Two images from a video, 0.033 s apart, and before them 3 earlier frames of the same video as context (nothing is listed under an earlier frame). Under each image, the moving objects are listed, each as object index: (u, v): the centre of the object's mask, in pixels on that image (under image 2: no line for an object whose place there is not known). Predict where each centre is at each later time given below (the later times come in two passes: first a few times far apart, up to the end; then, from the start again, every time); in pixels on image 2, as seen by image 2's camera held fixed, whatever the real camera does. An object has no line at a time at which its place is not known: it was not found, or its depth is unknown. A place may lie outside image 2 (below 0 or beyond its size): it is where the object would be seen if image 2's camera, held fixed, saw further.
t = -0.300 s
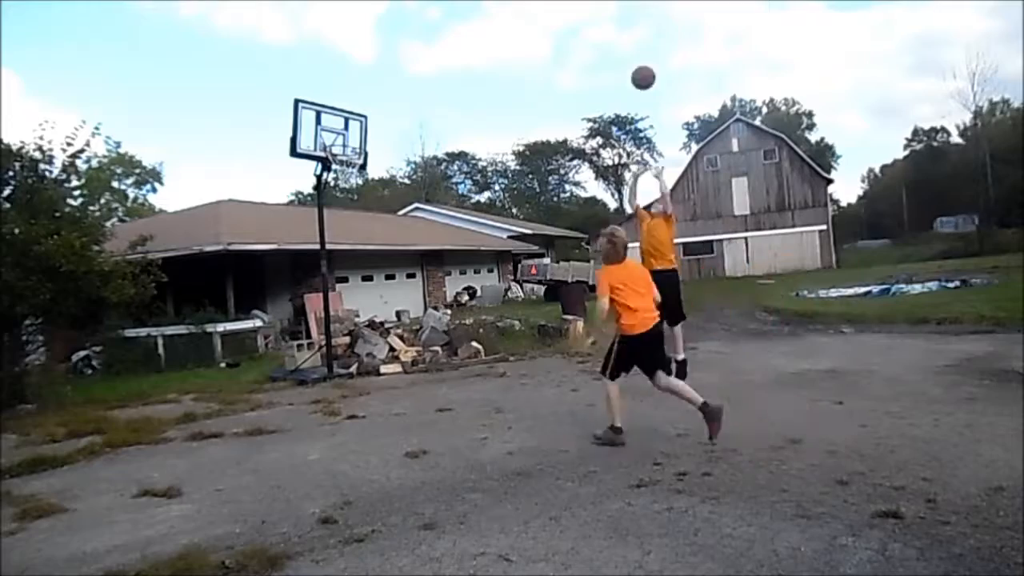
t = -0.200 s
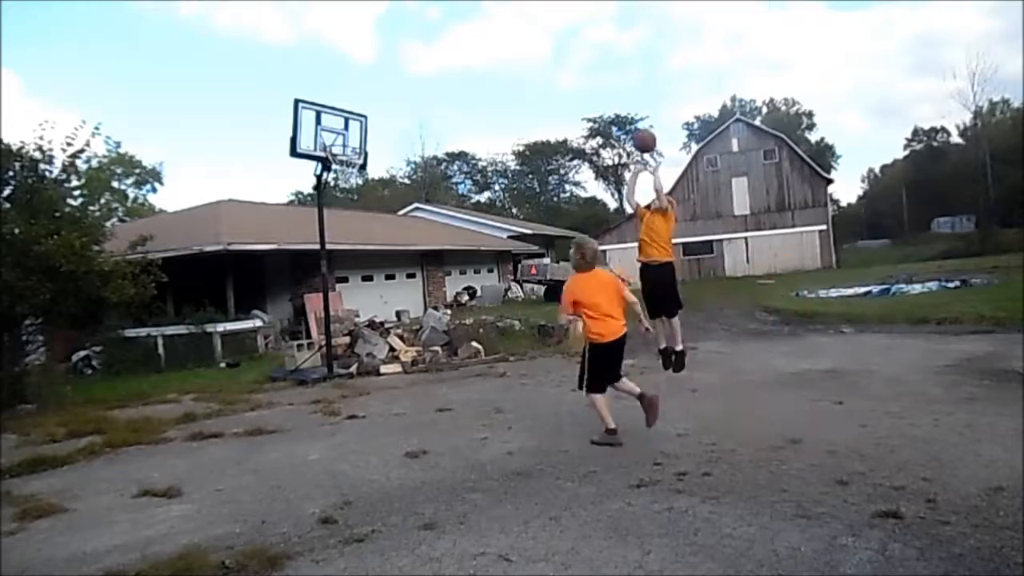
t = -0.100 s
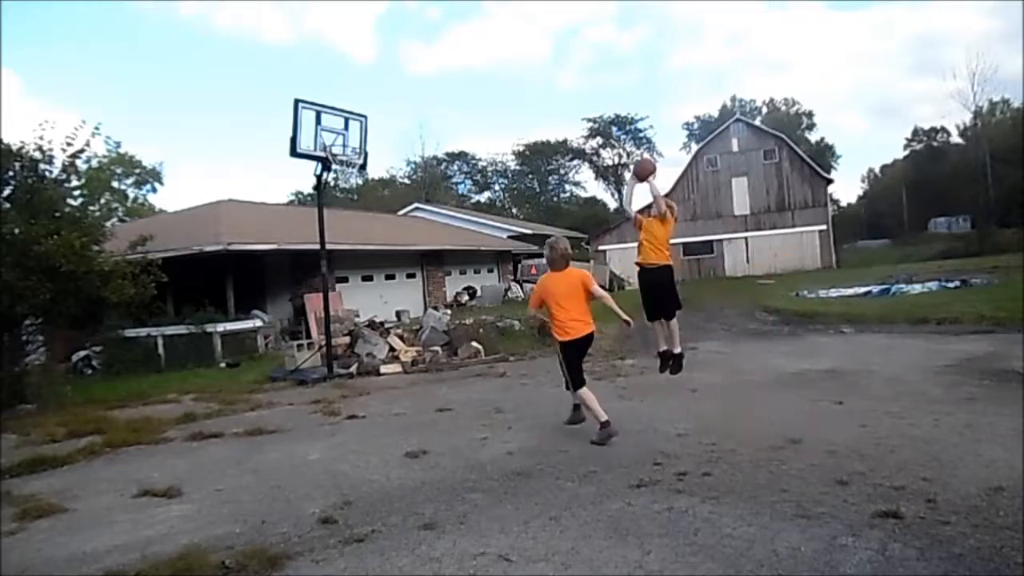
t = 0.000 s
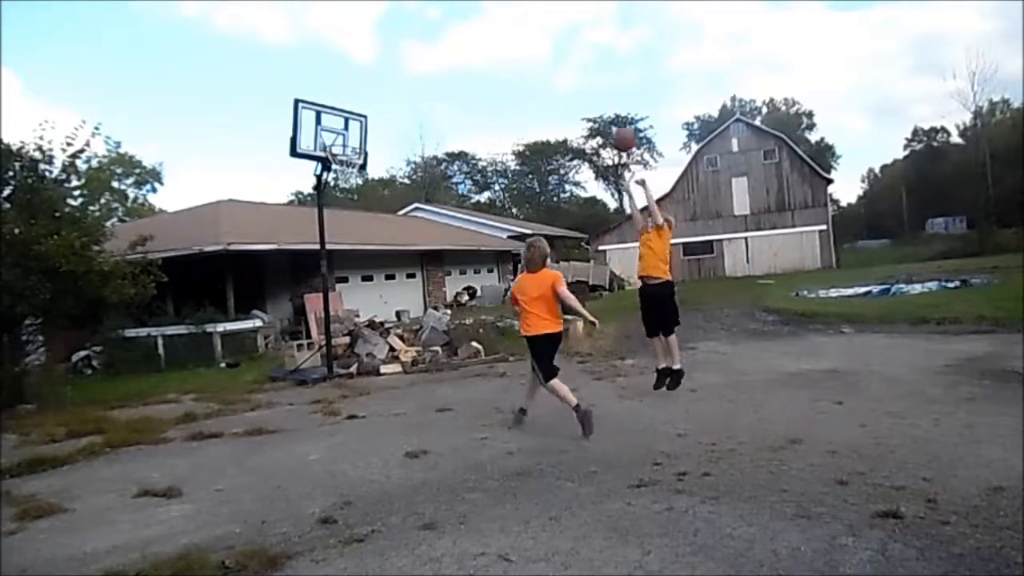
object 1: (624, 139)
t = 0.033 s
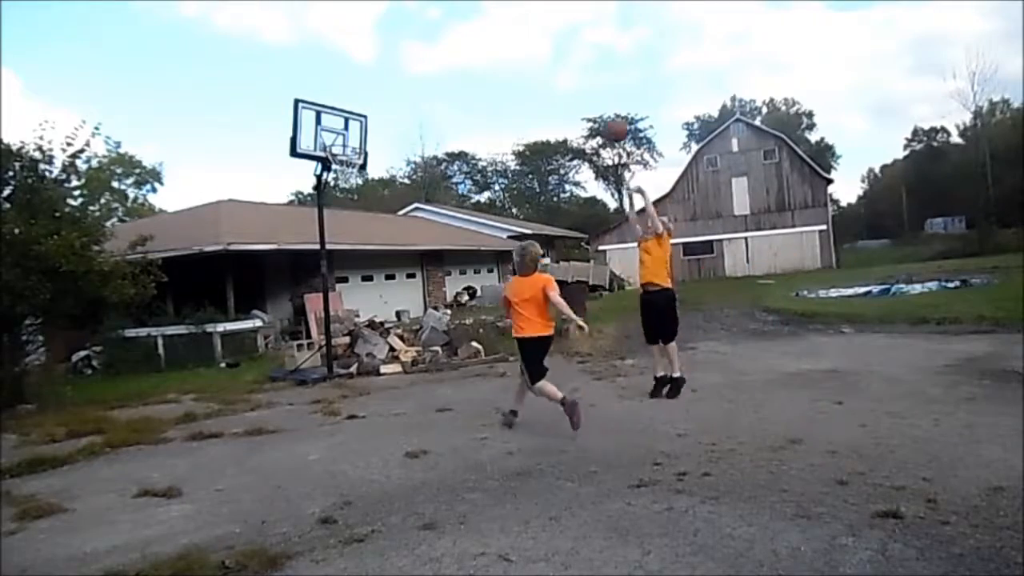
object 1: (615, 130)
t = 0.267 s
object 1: (559, 95)
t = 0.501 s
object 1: (504, 117)
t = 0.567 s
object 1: (488, 135)
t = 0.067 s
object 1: (606, 122)
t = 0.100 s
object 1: (600, 116)
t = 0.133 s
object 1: (591, 109)
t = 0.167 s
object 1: (583, 103)
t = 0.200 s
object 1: (575, 100)
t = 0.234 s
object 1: (567, 97)
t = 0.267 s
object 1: (559, 95)
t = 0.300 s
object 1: (552, 94)
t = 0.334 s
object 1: (544, 95)
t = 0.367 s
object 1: (536, 97)
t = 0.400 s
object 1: (528, 100)
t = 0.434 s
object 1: (520, 104)
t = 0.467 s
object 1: (512, 110)
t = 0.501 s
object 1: (504, 117)
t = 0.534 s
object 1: (496, 125)
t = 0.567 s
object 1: (488, 135)
